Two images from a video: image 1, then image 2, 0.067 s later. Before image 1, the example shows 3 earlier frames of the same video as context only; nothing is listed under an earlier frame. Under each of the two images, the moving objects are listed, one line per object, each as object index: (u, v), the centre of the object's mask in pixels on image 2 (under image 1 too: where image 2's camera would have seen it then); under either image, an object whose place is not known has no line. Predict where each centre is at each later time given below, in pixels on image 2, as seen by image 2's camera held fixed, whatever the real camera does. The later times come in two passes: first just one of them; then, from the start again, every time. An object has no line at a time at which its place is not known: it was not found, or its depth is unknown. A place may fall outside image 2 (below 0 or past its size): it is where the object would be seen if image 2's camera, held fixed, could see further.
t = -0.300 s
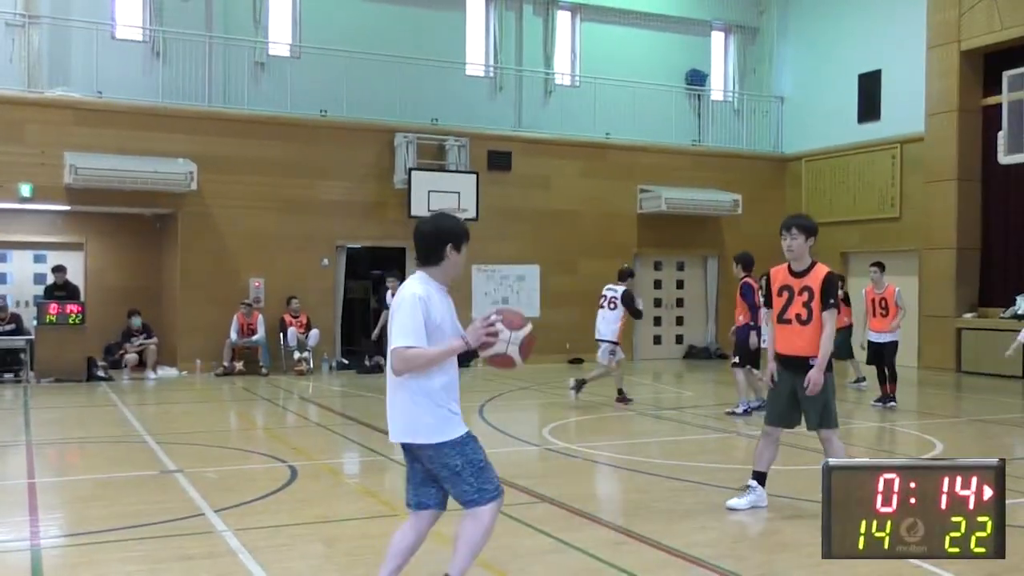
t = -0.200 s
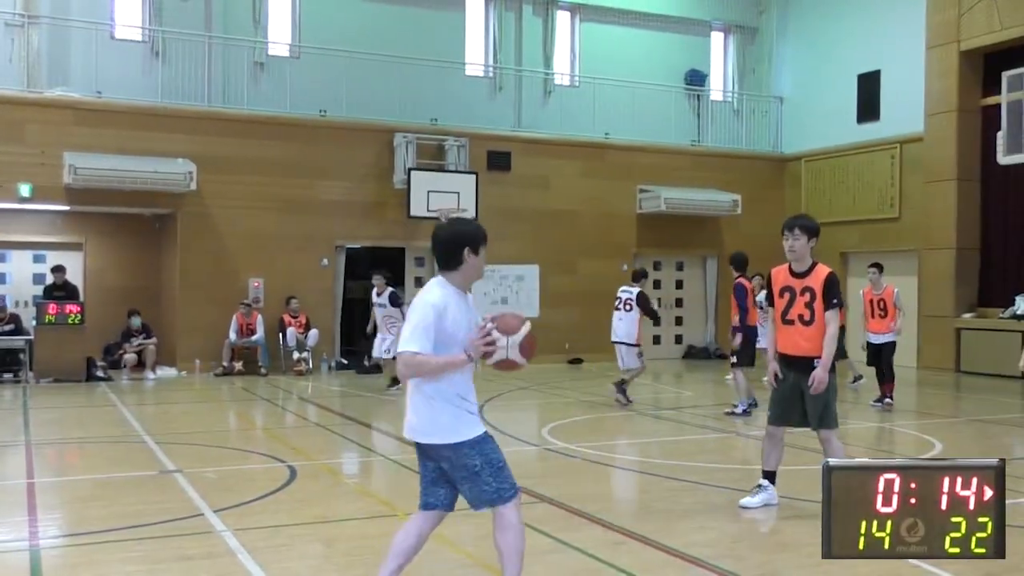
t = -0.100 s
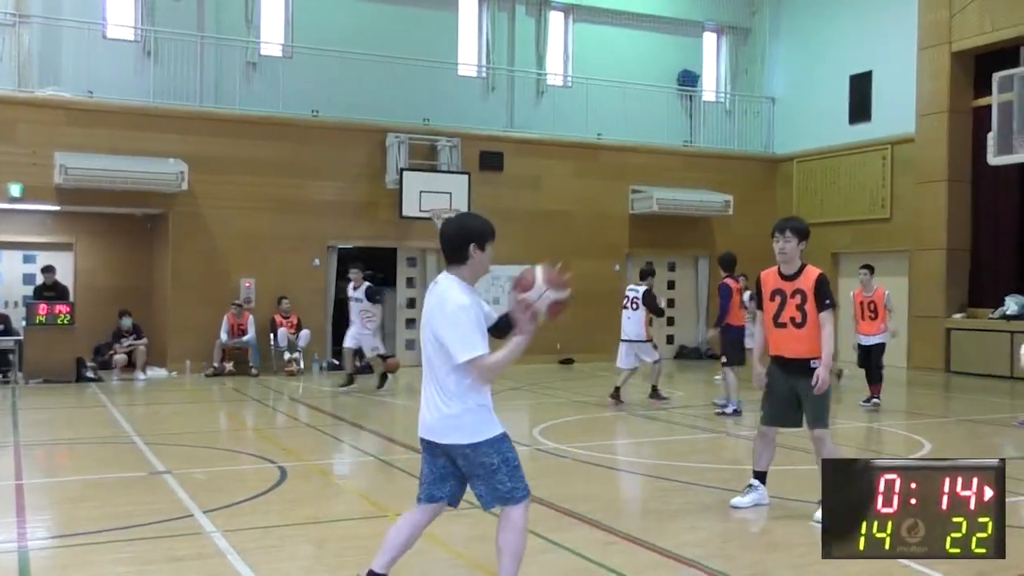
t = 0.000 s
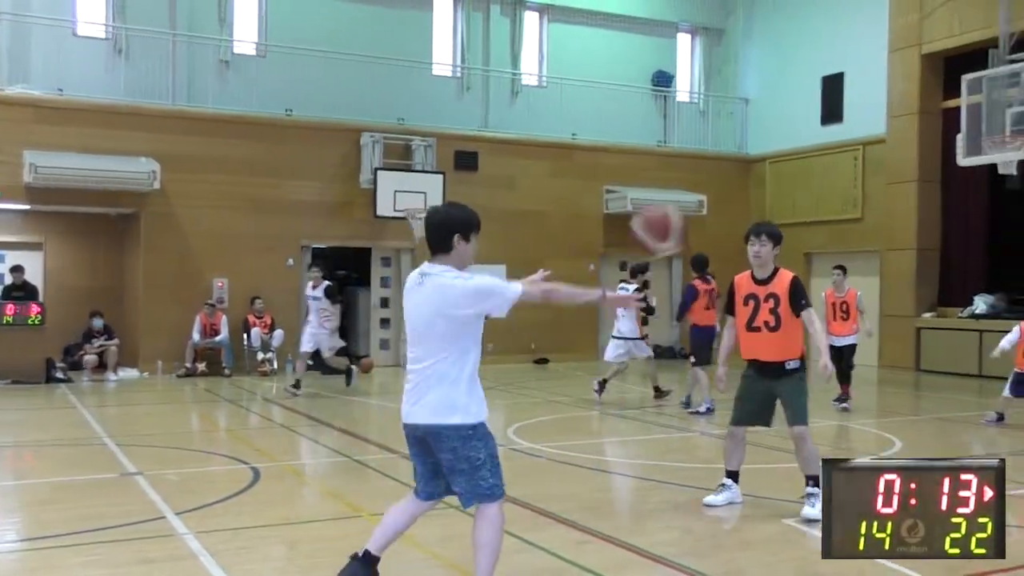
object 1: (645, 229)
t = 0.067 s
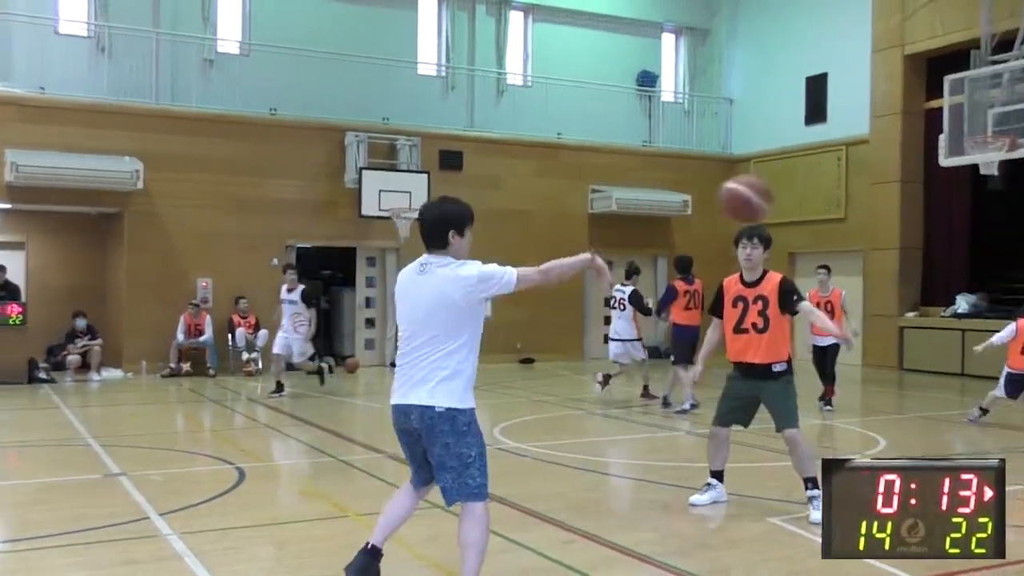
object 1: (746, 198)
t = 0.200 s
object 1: (919, 171)
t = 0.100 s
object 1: (790, 189)
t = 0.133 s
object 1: (833, 180)
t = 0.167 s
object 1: (880, 175)
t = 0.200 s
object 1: (919, 171)
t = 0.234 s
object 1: (954, 171)
